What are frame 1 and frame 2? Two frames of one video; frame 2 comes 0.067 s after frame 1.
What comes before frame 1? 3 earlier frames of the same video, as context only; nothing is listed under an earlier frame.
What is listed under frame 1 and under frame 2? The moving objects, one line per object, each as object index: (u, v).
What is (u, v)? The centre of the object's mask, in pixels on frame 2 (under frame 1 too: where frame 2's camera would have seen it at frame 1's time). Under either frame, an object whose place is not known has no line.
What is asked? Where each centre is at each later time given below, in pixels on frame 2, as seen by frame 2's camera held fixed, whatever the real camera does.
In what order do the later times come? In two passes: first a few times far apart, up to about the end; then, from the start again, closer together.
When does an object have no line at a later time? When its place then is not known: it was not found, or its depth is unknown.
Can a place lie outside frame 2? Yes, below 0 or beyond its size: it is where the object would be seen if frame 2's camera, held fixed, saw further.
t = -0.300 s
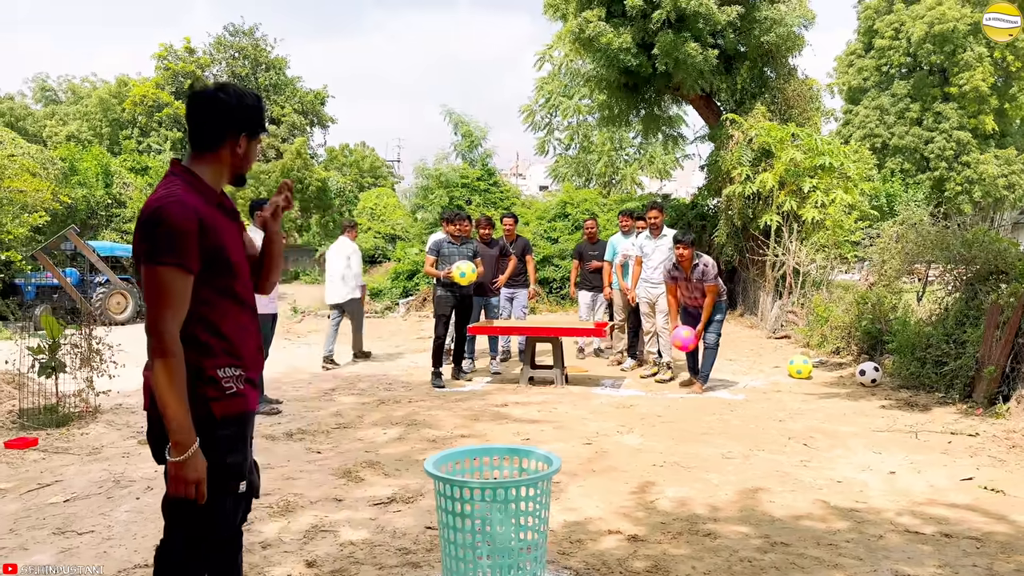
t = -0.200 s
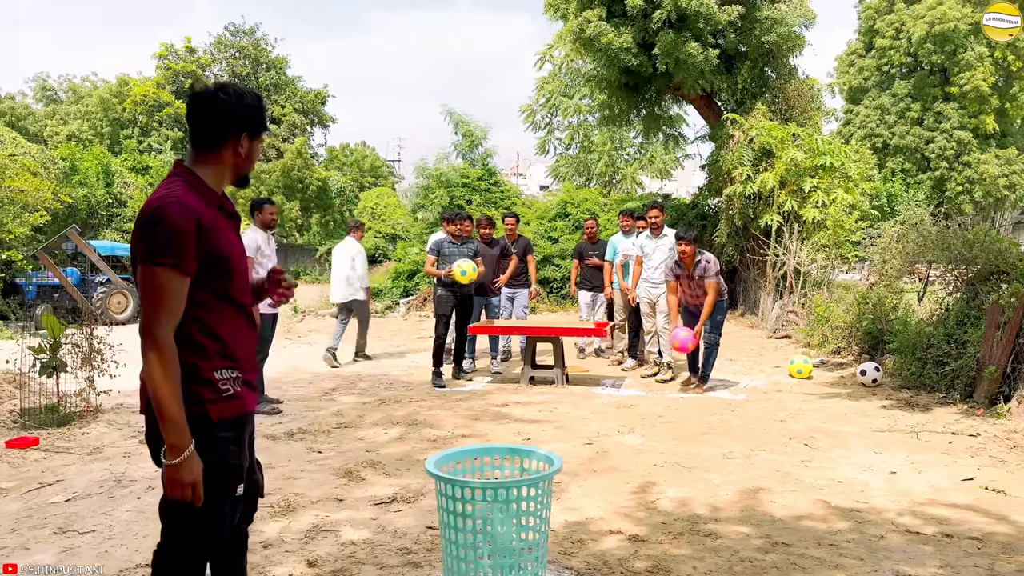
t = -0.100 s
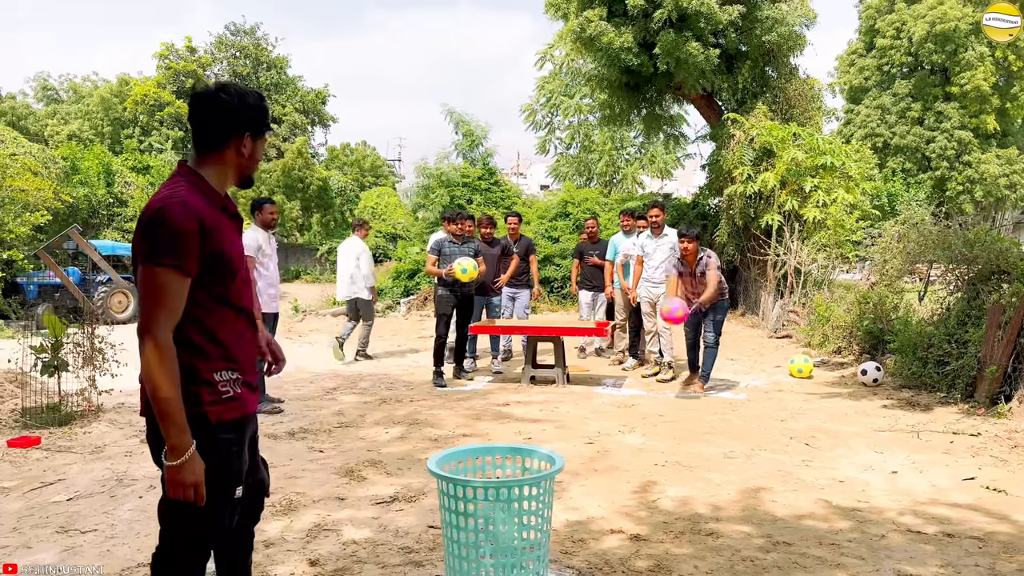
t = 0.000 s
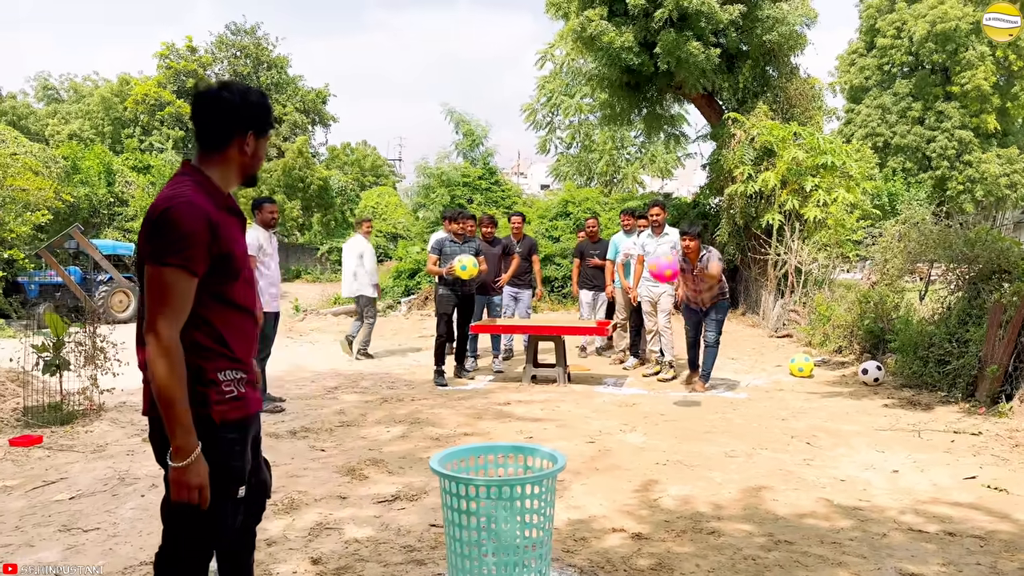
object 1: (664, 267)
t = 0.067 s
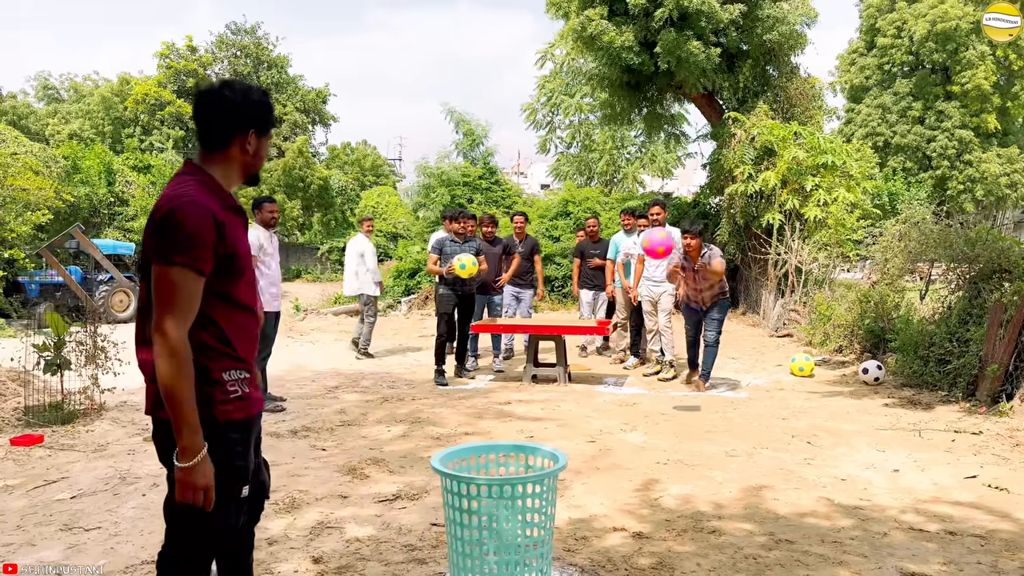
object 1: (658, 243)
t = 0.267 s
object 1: (635, 202)
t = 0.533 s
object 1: (588, 254)
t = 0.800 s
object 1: (530, 357)
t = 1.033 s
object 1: (497, 209)
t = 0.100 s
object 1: (655, 233)
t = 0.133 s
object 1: (651, 223)
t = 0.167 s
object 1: (648, 215)
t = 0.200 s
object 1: (644, 209)
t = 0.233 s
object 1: (639, 204)
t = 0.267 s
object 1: (635, 202)
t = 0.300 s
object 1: (630, 200)
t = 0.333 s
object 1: (625, 201)
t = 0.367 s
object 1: (619, 203)
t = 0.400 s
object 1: (614, 208)
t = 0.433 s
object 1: (608, 215)
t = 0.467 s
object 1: (601, 225)
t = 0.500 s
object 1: (594, 238)
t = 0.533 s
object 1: (588, 254)
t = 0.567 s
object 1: (580, 273)
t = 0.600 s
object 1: (573, 296)
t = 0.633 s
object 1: (565, 323)
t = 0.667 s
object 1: (556, 354)
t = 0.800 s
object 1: (530, 357)
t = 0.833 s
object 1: (527, 329)
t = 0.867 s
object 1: (523, 303)
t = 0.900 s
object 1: (519, 279)
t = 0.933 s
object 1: (514, 257)
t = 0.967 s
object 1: (509, 236)
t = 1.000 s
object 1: (503, 221)
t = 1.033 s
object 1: (497, 209)
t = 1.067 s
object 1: (492, 200)
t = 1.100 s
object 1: (487, 194)
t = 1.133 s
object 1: (482, 190)
